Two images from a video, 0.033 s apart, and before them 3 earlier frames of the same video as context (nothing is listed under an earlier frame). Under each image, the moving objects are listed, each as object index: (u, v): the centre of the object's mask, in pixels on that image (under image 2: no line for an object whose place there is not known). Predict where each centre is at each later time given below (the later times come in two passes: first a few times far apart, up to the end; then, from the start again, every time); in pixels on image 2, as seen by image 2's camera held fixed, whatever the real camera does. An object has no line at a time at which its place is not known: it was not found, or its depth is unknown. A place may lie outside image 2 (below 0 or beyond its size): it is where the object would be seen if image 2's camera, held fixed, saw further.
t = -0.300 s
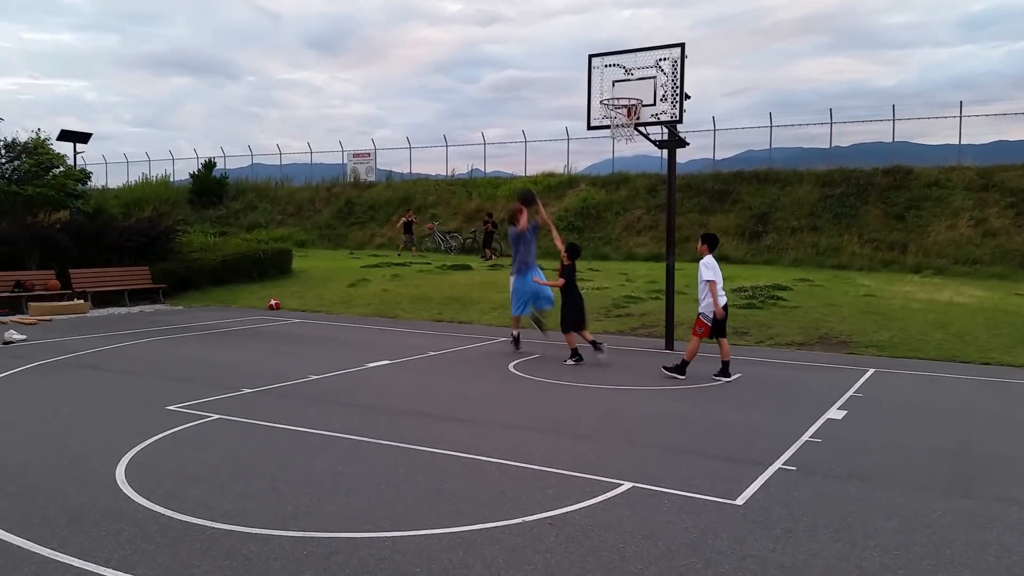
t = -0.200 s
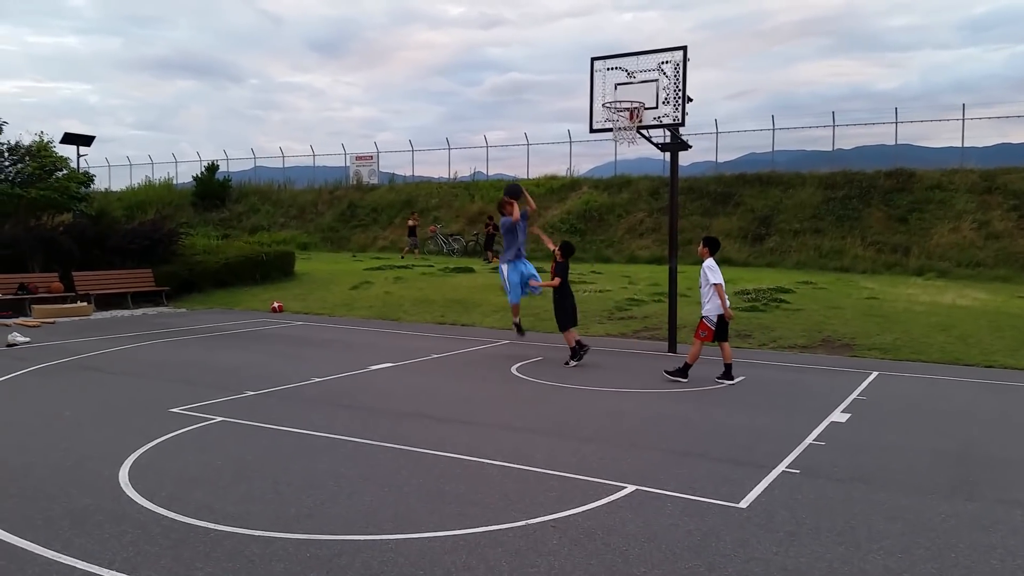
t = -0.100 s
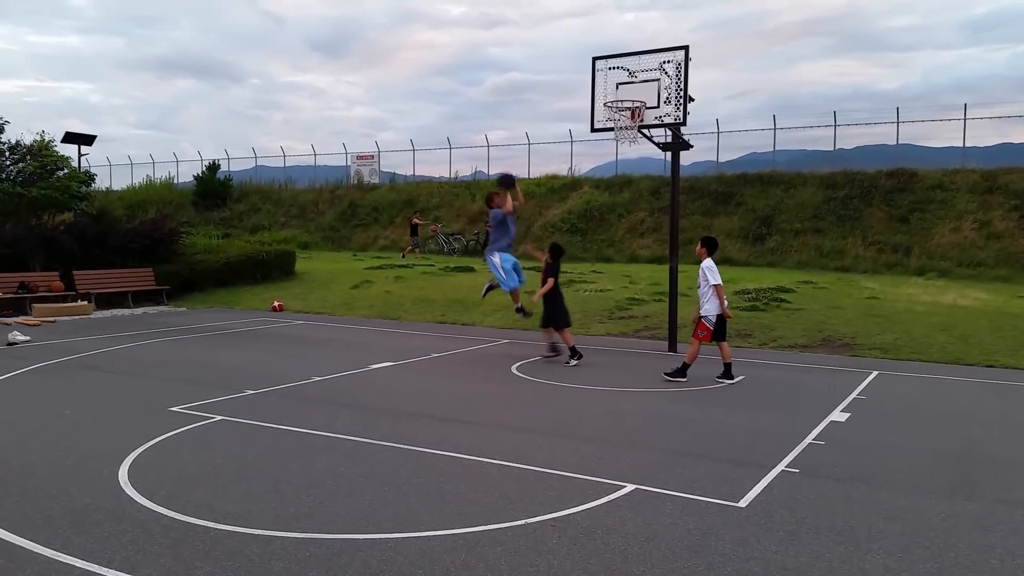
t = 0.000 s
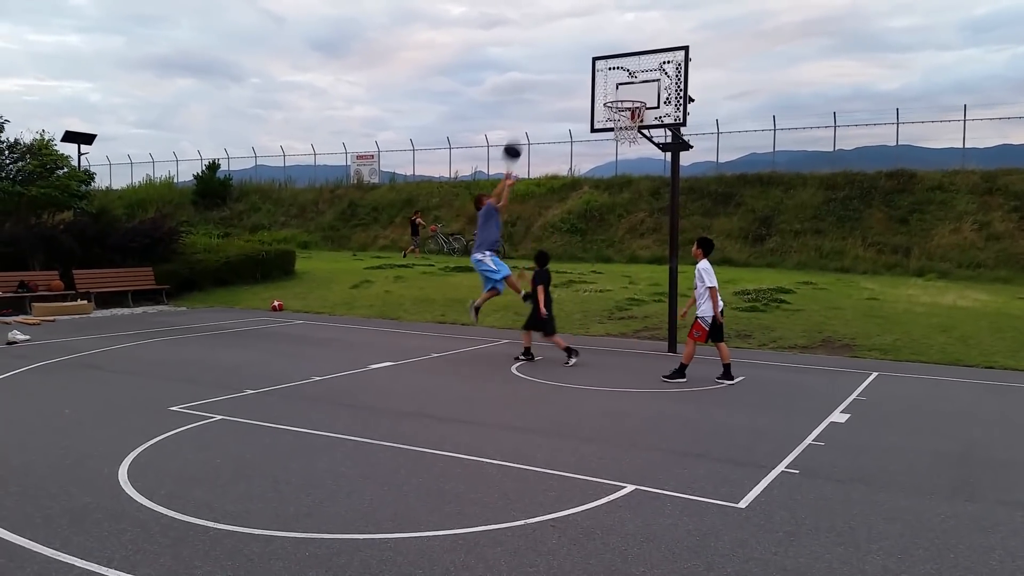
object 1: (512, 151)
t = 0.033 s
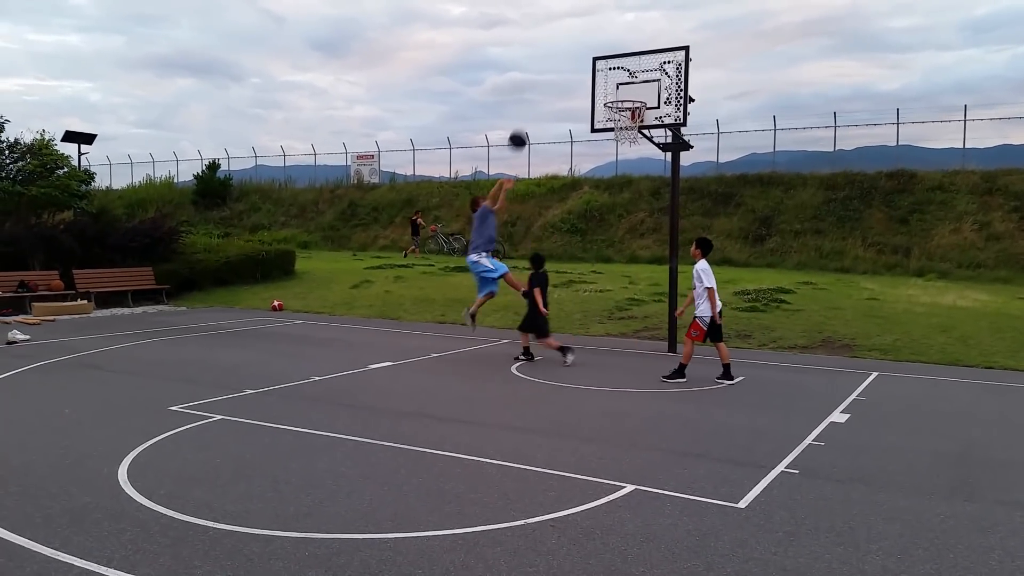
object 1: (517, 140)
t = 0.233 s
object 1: (550, 88)
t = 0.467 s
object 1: (590, 65)
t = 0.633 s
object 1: (620, 77)
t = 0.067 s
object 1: (523, 129)
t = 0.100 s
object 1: (528, 119)
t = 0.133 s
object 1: (534, 110)
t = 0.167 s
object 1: (539, 101)
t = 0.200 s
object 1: (545, 94)
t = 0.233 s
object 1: (550, 88)
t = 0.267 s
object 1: (556, 82)
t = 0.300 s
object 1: (561, 77)
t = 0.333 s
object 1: (567, 73)
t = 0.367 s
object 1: (572, 70)
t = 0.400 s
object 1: (578, 68)
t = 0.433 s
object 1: (584, 66)
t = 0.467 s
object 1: (590, 65)
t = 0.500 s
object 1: (596, 65)
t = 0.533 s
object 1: (601, 66)
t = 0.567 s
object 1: (608, 70)
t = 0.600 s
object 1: (614, 72)
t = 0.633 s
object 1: (620, 77)
